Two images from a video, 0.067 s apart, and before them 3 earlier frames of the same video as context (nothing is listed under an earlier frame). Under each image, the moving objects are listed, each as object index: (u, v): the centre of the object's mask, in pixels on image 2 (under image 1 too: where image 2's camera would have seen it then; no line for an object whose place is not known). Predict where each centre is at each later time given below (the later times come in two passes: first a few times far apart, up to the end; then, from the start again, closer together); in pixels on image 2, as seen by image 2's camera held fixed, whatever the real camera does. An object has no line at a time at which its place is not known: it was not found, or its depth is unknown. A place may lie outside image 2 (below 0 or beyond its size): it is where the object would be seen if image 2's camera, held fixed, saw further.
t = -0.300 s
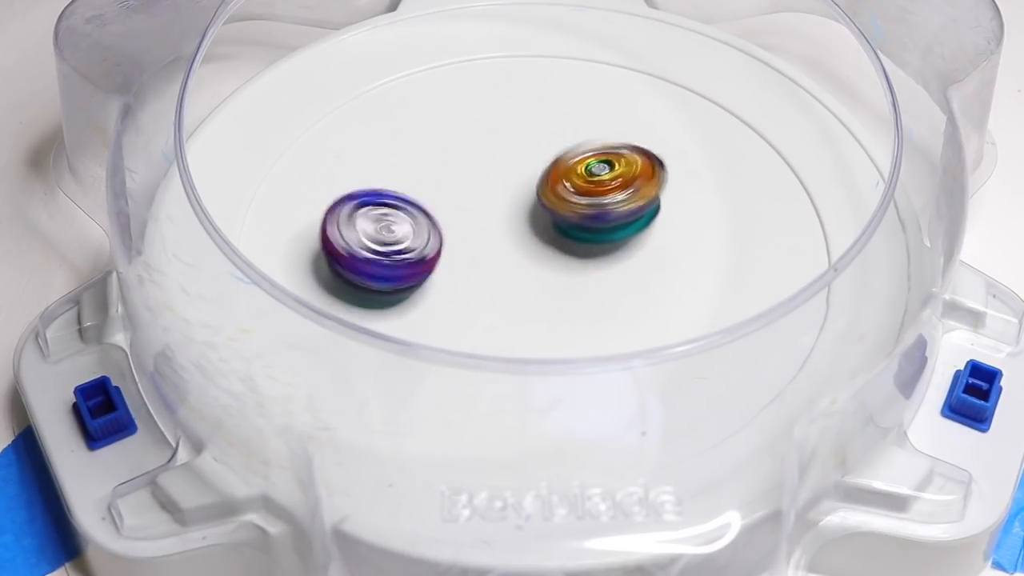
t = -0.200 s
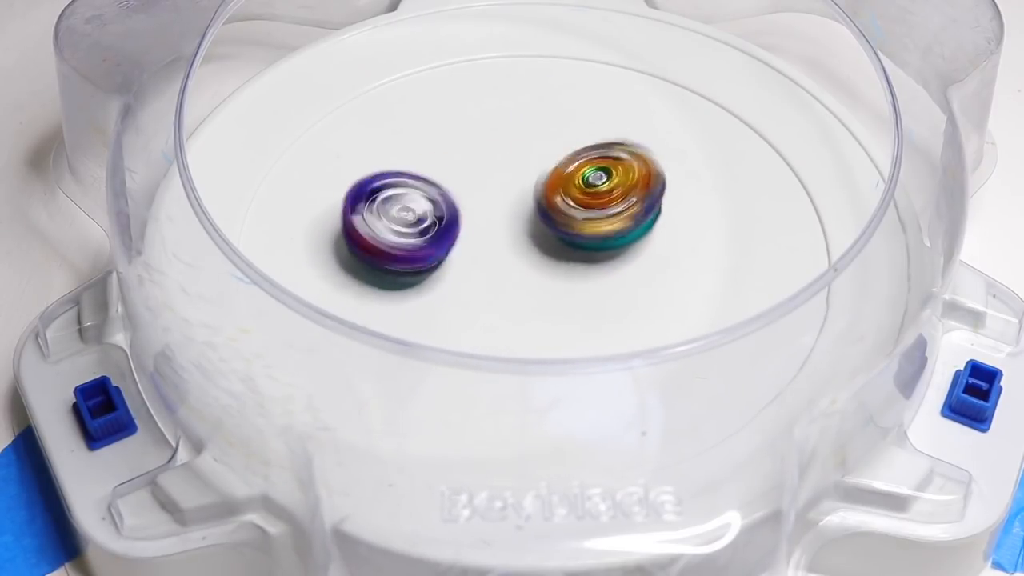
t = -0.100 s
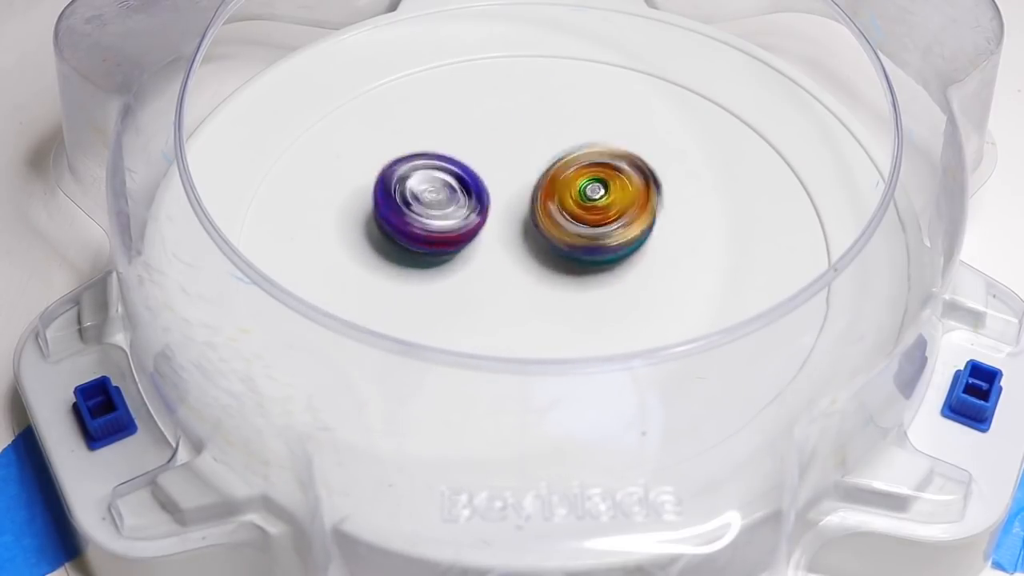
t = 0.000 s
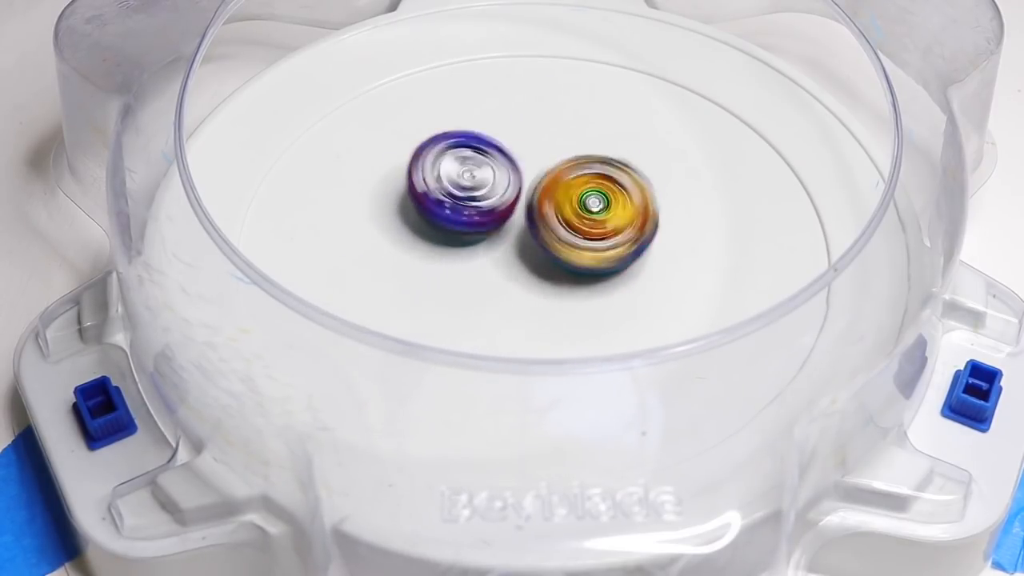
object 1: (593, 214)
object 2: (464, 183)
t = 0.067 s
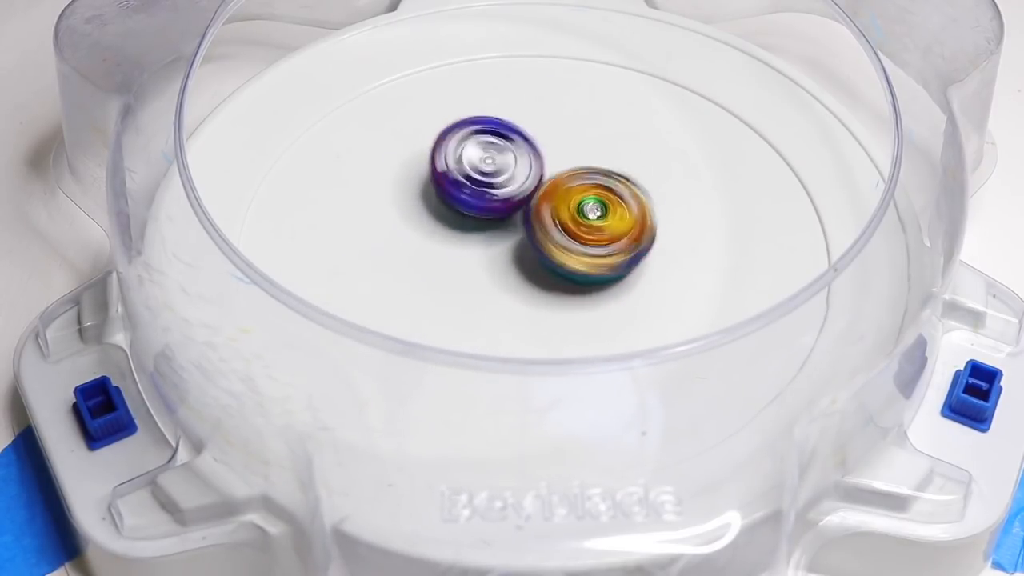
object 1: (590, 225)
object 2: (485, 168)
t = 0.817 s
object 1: (520, 272)
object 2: (661, 223)
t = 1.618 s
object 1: (467, 205)
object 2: (539, 286)
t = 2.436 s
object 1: (569, 189)
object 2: (417, 273)
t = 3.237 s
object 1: (577, 246)
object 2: (461, 175)
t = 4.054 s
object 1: (534, 283)
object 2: (512, 184)
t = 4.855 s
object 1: (548, 281)
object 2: (482, 190)
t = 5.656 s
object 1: (595, 258)
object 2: (485, 209)
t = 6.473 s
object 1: (591, 260)
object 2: (484, 209)
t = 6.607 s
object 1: (591, 260)
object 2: (484, 209)
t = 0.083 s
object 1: (589, 229)
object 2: (487, 165)
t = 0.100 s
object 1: (587, 232)
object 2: (492, 161)
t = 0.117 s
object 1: (586, 235)
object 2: (498, 159)
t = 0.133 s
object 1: (584, 238)
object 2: (501, 156)
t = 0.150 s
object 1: (582, 241)
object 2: (507, 154)
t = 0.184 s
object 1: (577, 247)
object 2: (515, 151)
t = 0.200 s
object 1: (574, 250)
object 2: (523, 151)
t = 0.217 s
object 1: (572, 252)
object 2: (525, 151)
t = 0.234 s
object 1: (569, 254)
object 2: (531, 149)
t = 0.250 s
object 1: (566, 257)
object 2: (537, 151)
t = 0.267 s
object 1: (563, 259)
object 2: (540, 151)
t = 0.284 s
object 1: (560, 261)
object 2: (546, 151)
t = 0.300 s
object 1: (558, 263)
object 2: (551, 153)
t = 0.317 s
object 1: (555, 265)
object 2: (555, 153)
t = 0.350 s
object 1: (550, 268)
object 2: (564, 158)
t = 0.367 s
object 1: (549, 269)
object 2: (569, 159)
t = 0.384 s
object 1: (547, 270)
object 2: (575, 162)
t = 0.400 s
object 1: (546, 272)
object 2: (577, 164)
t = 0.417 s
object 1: (545, 272)
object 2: (582, 164)
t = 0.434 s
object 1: (544, 271)
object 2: (587, 170)
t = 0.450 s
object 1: (544, 272)
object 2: (590, 171)
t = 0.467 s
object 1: (545, 273)
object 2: (595, 173)
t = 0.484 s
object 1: (544, 273)
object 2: (598, 178)
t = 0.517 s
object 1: (544, 272)
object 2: (606, 181)
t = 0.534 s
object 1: (541, 272)
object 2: (610, 186)
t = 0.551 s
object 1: (537, 273)
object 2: (617, 186)
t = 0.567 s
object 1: (535, 273)
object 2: (627, 186)
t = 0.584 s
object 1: (533, 274)
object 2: (631, 188)
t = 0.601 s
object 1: (531, 275)
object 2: (637, 188)
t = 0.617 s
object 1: (531, 275)
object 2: (644, 192)
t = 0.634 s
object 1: (531, 274)
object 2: (646, 192)
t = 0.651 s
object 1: (529, 273)
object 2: (651, 193)
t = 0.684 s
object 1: (527, 273)
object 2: (656, 198)
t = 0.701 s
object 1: (527, 272)
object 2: (659, 200)
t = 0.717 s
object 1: (525, 272)
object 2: (662, 206)
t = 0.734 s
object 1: (523, 272)
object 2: (661, 205)
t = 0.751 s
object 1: (523, 272)
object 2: (663, 207)
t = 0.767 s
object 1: (522, 271)
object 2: (664, 213)
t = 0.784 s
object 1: (521, 272)
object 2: (661, 214)
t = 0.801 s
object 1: (520, 271)
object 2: (662, 216)
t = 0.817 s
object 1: (520, 272)
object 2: (661, 223)
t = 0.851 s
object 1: (519, 271)
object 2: (657, 226)
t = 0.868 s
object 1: (519, 270)
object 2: (654, 233)
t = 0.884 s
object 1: (518, 271)
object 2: (650, 234)
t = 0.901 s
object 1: (518, 270)
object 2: (649, 237)
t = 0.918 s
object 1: (517, 269)
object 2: (646, 243)
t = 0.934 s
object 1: (506, 269)
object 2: (655, 244)
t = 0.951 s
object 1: (495, 267)
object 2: (664, 243)
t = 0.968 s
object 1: (484, 266)
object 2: (674, 247)
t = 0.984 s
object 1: (474, 263)
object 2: (678, 246)
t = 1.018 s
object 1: (452, 258)
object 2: (689, 248)
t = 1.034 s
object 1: (444, 254)
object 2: (689, 248)
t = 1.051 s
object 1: (436, 250)
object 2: (692, 249)
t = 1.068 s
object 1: (428, 247)
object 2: (695, 249)
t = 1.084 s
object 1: (422, 241)
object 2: (694, 251)
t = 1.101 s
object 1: (416, 236)
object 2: (694, 251)
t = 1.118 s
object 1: (410, 233)
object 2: (695, 251)
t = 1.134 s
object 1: (406, 228)
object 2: (692, 254)
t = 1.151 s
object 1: (403, 224)
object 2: (690, 254)
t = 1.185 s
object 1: (400, 217)
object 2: (686, 258)
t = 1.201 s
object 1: (399, 214)
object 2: (681, 256)
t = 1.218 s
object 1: (399, 212)
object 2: (678, 257)
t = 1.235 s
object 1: (399, 210)
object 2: (675, 260)
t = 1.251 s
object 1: (400, 209)
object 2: (667, 261)
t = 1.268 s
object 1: (402, 208)
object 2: (662, 261)
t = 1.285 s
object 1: (404, 207)
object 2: (657, 264)
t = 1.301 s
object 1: (407, 207)
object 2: (648, 265)
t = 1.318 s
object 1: (410, 207)
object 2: (641, 266)
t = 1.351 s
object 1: (417, 208)
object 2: (625, 269)
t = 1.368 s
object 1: (420, 208)
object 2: (617, 269)
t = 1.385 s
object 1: (424, 208)
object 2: (610, 269)
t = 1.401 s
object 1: (429, 209)
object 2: (601, 272)
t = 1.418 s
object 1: (432, 210)
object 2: (591, 270)
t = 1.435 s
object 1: (438, 211)
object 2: (583, 270)
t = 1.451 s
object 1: (442, 212)
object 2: (577, 271)
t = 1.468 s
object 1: (446, 212)
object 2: (567, 270)
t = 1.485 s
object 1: (452, 212)
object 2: (559, 269)
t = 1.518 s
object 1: (455, 210)
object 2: (552, 276)
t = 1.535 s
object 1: (457, 207)
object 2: (553, 278)
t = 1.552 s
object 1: (458, 206)
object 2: (552, 279)
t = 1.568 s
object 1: (460, 206)
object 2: (548, 283)
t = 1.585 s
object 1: (461, 205)
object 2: (544, 283)
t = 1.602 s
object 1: (464, 205)
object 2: (541, 283)
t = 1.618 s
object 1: (467, 205)
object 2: (539, 286)
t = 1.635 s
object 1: (469, 204)
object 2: (531, 286)
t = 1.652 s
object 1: (473, 204)
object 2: (528, 284)
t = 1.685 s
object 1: (481, 204)
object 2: (519, 289)
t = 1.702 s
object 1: (485, 200)
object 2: (516, 293)
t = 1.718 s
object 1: (489, 197)
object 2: (515, 299)
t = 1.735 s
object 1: (494, 191)
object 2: (515, 306)
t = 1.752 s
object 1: (497, 188)
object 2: (510, 308)
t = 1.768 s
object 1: (504, 184)
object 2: (509, 310)
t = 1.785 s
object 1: (509, 180)
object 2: (509, 311)
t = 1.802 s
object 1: (515, 178)
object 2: (509, 313)
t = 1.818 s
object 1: (521, 175)
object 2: (505, 313)
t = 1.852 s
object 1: (532, 173)
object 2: (507, 314)
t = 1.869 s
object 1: (536, 172)
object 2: (504, 315)
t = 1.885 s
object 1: (541, 170)
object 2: (502, 314)
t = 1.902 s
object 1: (545, 170)
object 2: (502, 314)
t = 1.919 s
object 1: (549, 169)
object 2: (504, 314)
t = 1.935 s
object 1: (550, 171)
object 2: (500, 313)
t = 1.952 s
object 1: (553, 171)
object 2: (499, 312)
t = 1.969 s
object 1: (554, 171)
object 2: (499, 310)
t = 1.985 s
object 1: (555, 172)
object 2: (498, 311)
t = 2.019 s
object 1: (554, 174)
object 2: (494, 307)
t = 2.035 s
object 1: (555, 175)
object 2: (495, 304)
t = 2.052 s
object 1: (554, 176)
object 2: (494, 303)
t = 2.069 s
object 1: (555, 177)
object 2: (492, 299)
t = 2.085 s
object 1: (555, 179)
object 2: (491, 295)
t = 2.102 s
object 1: (556, 180)
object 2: (493, 290)
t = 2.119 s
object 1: (558, 183)
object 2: (491, 288)
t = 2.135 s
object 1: (558, 186)
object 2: (490, 282)
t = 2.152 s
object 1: (561, 188)
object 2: (490, 278)
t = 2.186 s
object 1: (563, 192)
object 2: (490, 271)
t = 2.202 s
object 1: (565, 193)
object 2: (481, 269)
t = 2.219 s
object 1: (570, 191)
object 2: (471, 272)
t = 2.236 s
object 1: (573, 188)
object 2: (465, 277)
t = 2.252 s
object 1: (578, 186)
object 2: (452, 279)
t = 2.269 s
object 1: (579, 185)
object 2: (444, 278)
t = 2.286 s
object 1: (580, 185)
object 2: (440, 279)
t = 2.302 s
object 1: (580, 184)
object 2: (437, 279)
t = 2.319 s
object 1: (580, 184)
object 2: (432, 280)
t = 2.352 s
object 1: (578, 183)
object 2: (426, 279)
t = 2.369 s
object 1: (576, 183)
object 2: (424, 278)
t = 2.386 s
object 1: (573, 184)
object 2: (422, 279)
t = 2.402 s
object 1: (571, 186)
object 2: (418, 277)
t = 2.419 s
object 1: (570, 188)
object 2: (418, 275)
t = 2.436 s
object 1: (569, 189)
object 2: (417, 273)
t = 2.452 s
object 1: (567, 191)
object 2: (418, 274)
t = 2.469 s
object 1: (568, 193)
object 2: (416, 272)
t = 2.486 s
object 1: (567, 196)
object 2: (417, 269)
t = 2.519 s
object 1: (569, 202)
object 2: (421, 265)
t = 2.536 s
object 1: (570, 204)
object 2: (421, 264)
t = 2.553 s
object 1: (570, 207)
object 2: (423, 260)
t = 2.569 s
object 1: (569, 210)
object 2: (426, 257)
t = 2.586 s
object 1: (567, 213)
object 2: (430, 253)
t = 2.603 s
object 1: (566, 215)
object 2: (433, 253)
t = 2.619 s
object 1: (564, 219)
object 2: (435, 248)
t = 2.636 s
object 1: (563, 220)
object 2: (440, 245)
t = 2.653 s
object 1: (564, 223)
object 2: (437, 243)
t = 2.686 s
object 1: (569, 228)
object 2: (428, 239)
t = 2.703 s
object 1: (572, 230)
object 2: (426, 236)
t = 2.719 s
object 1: (574, 231)
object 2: (424, 234)
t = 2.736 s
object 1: (576, 233)
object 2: (424, 231)
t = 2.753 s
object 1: (577, 233)
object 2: (425, 231)
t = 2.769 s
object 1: (578, 234)
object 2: (424, 229)
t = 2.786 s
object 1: (578, 235)
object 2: (425, 227)
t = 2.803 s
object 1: (579, 236)
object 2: (426, 226)
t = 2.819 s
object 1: (578, 236)
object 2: (430, 222)
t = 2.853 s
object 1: (579, 236)
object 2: (432, 220)
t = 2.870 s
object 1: (579, 237)
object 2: (434, 219)
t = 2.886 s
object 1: (577, 237)
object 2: (438, 217)
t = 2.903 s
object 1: (577, 237)
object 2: (444, 216)
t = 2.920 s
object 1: (576, 237)
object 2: (446, 215)
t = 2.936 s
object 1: (577, 237)
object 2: (447, 211)
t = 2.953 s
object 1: (578, 237)
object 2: (446, 208)
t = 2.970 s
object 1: (579, 237)
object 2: (447, 205)
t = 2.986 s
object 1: (579, 238)
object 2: (448, 205)
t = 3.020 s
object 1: (578, 238)
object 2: (446, 199)
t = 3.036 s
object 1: (577, 238)
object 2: (449, 197)
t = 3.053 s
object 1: (575, 238)
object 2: (451, 195)
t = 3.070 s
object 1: (574, 239)
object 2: (454, 193)
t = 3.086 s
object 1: (576, 239)
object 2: (449, 190)
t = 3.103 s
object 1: (576, 240)
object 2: (446, 185)
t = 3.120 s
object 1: (578, 240)
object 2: (446, 182)
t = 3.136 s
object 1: (578, 241)
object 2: (447, 178)
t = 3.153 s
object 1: (579, 241)
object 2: (450, 177)
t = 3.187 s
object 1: (579, 242)
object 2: (451, 177)
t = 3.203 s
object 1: (578, 243)
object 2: (453, 177)
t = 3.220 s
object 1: (578, 245)
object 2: (456, 177)
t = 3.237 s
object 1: (577, 246)
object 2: (461, 175)
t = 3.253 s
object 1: (578, 247)
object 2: (464, 178)
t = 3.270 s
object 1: (577, 247)
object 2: (465, 180)
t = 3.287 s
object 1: (576, 247)
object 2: (467, 180)
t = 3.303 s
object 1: (574, 247)
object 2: (470, 180)
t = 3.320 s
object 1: (572, 248)
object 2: (474, 180)
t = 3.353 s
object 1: (571, 252)
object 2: (477, 182)
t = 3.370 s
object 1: (570, 255)
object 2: (478, 180)
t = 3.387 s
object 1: (569, 257)
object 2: (481, 179)
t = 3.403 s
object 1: (567, 259)
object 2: (485, 179)
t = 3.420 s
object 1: (567, 261)
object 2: (489, 180)
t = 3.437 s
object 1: (567, 267)
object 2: (491, 179)
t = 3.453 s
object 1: (566, 271)
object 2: (492, 178)
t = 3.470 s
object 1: (565, 276)
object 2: (494, 176)
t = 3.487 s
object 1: (565, 280)
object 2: (495, 175)
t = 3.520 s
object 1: (564, 286)
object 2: (498, 174)
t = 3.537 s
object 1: (563, 288)
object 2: (499, 174)
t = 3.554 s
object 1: (562, 290)
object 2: (499, 175)
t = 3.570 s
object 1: (561, 292)
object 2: (499, 175)
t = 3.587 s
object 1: (561, 294)
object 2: (501, 174)
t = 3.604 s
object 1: (560, 295)
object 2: (502, 175)
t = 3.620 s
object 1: (559, 295)
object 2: (505, 175)
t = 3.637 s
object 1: (559, 295)
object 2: (509, 177)
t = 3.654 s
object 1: (559, 295)
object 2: (511, 180)
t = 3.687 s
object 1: (557, 294)
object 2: (514, 183)
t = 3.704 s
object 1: (556, 292)
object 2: (516, 185)
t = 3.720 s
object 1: (555, 292)
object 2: (517, 186)
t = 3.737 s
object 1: (554, 290)
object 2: (519, 189)
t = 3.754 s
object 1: (552, 288)
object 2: (518, 192)
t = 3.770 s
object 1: (551, 288)
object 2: (518, 192)
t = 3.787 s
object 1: (551, 289)
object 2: (518, 189)
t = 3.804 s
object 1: (550, 290)
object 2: (519, 188)
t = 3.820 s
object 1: (549, 290)
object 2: (520, 184)
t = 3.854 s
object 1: (547, 292)
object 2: (522, 186)
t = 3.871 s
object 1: (546, 292)
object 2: (519, 186)
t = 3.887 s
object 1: (544, 291)
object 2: (517, 185)
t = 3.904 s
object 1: (544, 290)
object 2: (516, 186)
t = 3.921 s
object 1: (543, 289)
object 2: (515, 187)
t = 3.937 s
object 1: (540, 286)
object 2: (515, 187)
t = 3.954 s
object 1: (540, 286)
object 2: (515, 189)
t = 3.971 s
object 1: (538, 284)
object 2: (513, 189)
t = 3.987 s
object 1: (535, 284)
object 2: (513, 186)
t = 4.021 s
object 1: (535, 284)
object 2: (512, 184)
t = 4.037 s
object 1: (534, 284)
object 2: (511, 184)
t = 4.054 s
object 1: (534, 283)
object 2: (512, 184)
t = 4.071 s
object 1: (535, 283)
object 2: (510, 185)
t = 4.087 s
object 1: (533, 283)
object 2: (509, 185)
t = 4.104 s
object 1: (530, 284)
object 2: (508, 184)
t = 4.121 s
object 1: (528, 284)
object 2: (508, 183)
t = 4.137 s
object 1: (527, 285)
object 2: (511, 182)
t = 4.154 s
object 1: (526, 285)
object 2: (513, 183)
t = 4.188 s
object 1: (526, 285)
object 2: (519, 183)
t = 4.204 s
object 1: (527, 285)
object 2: (520, 185)
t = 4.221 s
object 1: (526, 286)
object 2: (521, 186)
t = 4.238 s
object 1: (526, 288)
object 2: (523, 185)
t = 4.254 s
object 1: (526, 288)
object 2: (524, 185)
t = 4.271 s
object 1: (525, 288)
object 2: (525, 186)
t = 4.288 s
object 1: (526, 288)
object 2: (525, 187)
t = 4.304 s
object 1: (525, 288)
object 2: (523, 189)
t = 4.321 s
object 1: (526, 291)
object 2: (523, 188)
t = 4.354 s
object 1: (526, 301)
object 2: (522, 178)
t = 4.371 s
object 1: (527, 303)
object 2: (521, 173)
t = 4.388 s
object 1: (528, 306)
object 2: (521, 168)
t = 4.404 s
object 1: (528, 308)
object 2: (521, 164)
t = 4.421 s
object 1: (528, 309)
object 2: (521, 162)
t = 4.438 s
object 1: (529, 310)
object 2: (522, 160)
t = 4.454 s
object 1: (531, 311)
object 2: (523, 159)
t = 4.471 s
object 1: (532, 312)
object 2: (525, 159)
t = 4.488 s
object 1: (533, 312)
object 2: (526, 158)
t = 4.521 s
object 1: (535, 313)
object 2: (526, 162)
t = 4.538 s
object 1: (537, 313)
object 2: (526, 162)
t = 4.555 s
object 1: (538, 312)
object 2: (526, 162)
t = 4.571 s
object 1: (540, 311)
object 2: (525, 166)
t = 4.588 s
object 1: (541, 309)
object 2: (523, 169)
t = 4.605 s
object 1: (542, 307)
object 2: (521, 173)
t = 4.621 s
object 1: (543, 304)
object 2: (518, 176)
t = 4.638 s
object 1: (544, 302)
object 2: (514, 181)
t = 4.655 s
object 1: (544, 300)
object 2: (513, 184)
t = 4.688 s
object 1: (545, 293)
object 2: (507, 191)
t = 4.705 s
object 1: (544, 289)
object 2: (504, 192)
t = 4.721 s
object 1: (545, 285)
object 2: (501, 195)
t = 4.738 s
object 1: (544, 281)
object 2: (499, 195)
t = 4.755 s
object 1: (545, 281)
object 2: (495, 194)
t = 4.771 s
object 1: (547, 281)
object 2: (492, 192)
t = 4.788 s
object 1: (547, 282)
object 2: (489, 191)
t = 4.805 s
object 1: (548, 281)
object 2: (486, 188)
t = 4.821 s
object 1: (547, 282)
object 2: (484, 188)
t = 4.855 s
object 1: (548, 281)
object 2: (482, 190)
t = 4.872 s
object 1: (548, 281)
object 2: (482, 190)
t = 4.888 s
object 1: (547, 279)
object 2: (482, 190)
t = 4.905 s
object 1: (547, 279)
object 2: (482, 190)
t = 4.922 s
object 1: (547, 278)
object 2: (482, 190)
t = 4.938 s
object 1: (547, 278)
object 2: (483, 190)
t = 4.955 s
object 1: (548, 277)
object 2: (485, 190)
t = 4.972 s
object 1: (548, 276)
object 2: (486, 189)
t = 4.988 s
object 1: (549, 276)
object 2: (486, 190)
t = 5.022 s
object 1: (550, 275)
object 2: (487, 193)
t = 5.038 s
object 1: (550, 273)
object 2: (488, 193)
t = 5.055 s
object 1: (551, 275)
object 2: (488, 194)
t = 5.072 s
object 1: (554, 276)
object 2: (487, 195)
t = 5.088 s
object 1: (556, 277)
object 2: (485, 195)
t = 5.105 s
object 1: (557, 276)
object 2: (483, 195)
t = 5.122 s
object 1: (559, 276)
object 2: (482, 195)
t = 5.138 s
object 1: (560, 277)
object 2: (481, 195)
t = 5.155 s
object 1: (562, 277)
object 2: (480, 195)
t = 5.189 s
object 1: (563, 277)
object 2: (480, 197)
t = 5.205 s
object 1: (565, 277)
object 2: (480, 198)
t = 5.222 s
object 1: (566, 277)
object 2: (481, 199)
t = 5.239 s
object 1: (567, 275)
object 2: (483, 200)
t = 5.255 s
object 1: (567, 274)
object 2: (484, 201)
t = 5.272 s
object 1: (569, 274)
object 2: (483, 201)
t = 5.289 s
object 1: (570, 273)
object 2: (483, 202)
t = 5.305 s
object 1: (571, 271)
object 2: (483, 202)
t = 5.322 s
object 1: (572, 270)
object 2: (483, 203)
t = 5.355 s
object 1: (574, 267)
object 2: (483, 203)
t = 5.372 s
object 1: (575, 265)
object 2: (483, 204)
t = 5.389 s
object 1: (576, 263)
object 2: (482, 204)
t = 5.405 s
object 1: (578, 262)
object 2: (482, 204)
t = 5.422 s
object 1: (580, 260)
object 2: (482, 204)
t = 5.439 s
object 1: (582, 259)
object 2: (481, 204)
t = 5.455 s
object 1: (585, 258)
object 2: (481, 204)
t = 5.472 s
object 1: (587, 257)
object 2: (482, 204)
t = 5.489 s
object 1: (589, 257)
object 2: (482, 205)
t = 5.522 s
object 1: (592, 256)
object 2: (482, 205)
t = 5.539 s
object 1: (593, 257)
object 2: (483, 206)
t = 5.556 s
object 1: (594, 257)
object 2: (483, 206)
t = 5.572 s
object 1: (594, 258)
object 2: (484, 207)
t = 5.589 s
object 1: (595, 258)
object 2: (484, 208)
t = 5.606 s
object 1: (595, 258)
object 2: (484, 209)
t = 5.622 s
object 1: (595, 258)
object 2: (484, 209)
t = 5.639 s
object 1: (595, 258)
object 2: (485, 209)
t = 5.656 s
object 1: (595, 258)
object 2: (485, 209)
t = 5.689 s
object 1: (594, 259)
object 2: (485, 209)
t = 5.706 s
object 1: (593, 259)
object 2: (485, 209)
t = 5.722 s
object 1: (593, 259)
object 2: (484, 209)
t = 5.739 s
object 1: (592, 259)
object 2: (484, 209)
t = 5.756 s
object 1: (591, 260)
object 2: (484, 209)
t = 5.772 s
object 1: (591, 260)
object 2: (484, 209)
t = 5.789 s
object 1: (591, 260)
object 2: (484, 209)
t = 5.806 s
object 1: (591, 260)
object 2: (484, 209)
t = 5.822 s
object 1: (591, 260)
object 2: (484, 209)
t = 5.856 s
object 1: (591, 260)
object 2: (484, 209)
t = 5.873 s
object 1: (591, 260)
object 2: (484, 209)
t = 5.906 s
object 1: (591, 260)
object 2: (484, 209)
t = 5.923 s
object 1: (591, 260)
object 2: (484, 209)
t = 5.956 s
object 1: (591, 260)
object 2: (484, 209)
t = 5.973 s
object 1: (591, 260)
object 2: (484, 209)
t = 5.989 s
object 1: (591, 260)
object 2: (484, 209)
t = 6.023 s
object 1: (591, 260)
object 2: (484, 209)
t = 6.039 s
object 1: (591, 260)
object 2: (484, 209)
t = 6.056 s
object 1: (591, 260)
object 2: (484, 209)
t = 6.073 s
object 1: (591, 260)
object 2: (484, 209)
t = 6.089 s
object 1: (591, 260)
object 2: (484, 209)
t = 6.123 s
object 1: (591, 260)
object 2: (484, 209)
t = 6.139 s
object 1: (591, 260)
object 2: (484, 209)
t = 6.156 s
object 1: (591, 260)
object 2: (484, 209)
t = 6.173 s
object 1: (591, 260)
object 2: (484, 209)
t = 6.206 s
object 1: (591, 260)
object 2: (484, 209)
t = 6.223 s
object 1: (591, 260)
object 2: (484, 209)
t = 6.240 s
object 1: (591, 260)
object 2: (484, 209)
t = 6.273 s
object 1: (591, 260)
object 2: (484, 209)
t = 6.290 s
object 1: (591, 260)
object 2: (484, 209)
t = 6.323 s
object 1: (591, 260)
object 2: (484, 209)
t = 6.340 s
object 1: (591, 260)
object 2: (484, 209)
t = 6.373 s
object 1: (591, 260)
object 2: (484, 209)
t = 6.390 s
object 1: (591, 260)
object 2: (484, 209)
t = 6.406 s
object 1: (591, 260)
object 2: (484, 209)
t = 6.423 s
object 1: (591, 260)
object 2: (484, 209)
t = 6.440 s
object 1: (591, 260)
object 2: (484, 209)
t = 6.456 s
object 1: (591, 260)
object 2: (484, 209)
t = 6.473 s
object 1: (591, 260)
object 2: (484, 209)
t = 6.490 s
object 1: (591, 260)
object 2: (484, 209)
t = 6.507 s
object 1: (591, 260)
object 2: (484, 209)
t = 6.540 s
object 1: (591, 260)
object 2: (484, 209)
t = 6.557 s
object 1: (591, 260)
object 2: (484, 209)
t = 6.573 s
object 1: (591, 260)
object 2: (484, 209)
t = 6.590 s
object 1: (591, 260)
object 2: (484, 209)
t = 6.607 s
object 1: (591, 260)
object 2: (484, 209)
